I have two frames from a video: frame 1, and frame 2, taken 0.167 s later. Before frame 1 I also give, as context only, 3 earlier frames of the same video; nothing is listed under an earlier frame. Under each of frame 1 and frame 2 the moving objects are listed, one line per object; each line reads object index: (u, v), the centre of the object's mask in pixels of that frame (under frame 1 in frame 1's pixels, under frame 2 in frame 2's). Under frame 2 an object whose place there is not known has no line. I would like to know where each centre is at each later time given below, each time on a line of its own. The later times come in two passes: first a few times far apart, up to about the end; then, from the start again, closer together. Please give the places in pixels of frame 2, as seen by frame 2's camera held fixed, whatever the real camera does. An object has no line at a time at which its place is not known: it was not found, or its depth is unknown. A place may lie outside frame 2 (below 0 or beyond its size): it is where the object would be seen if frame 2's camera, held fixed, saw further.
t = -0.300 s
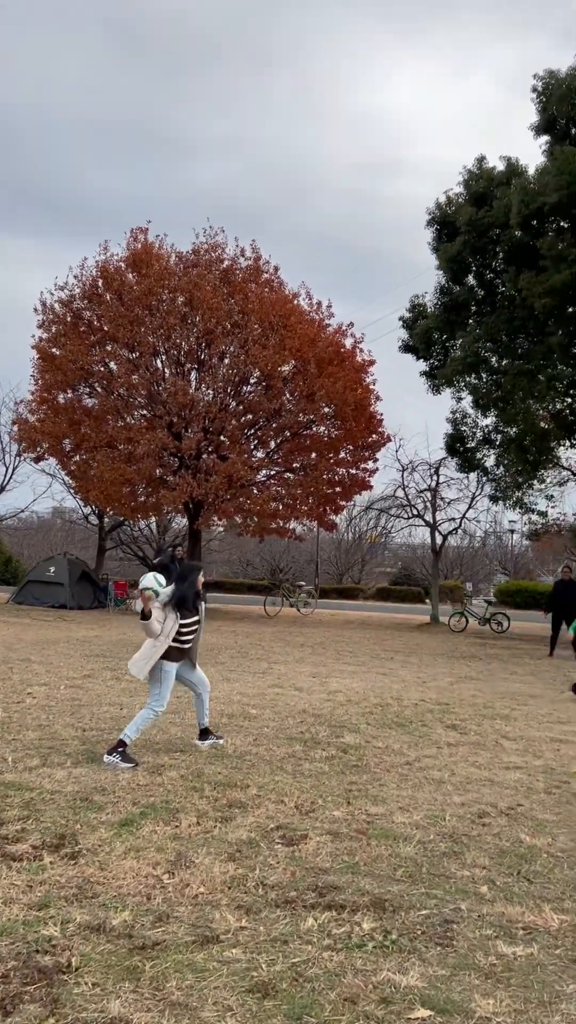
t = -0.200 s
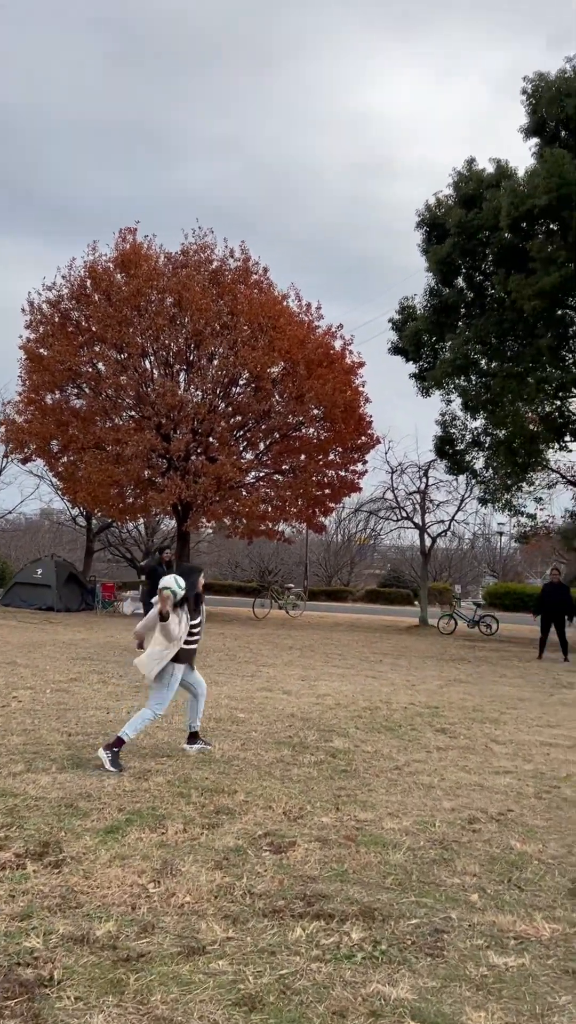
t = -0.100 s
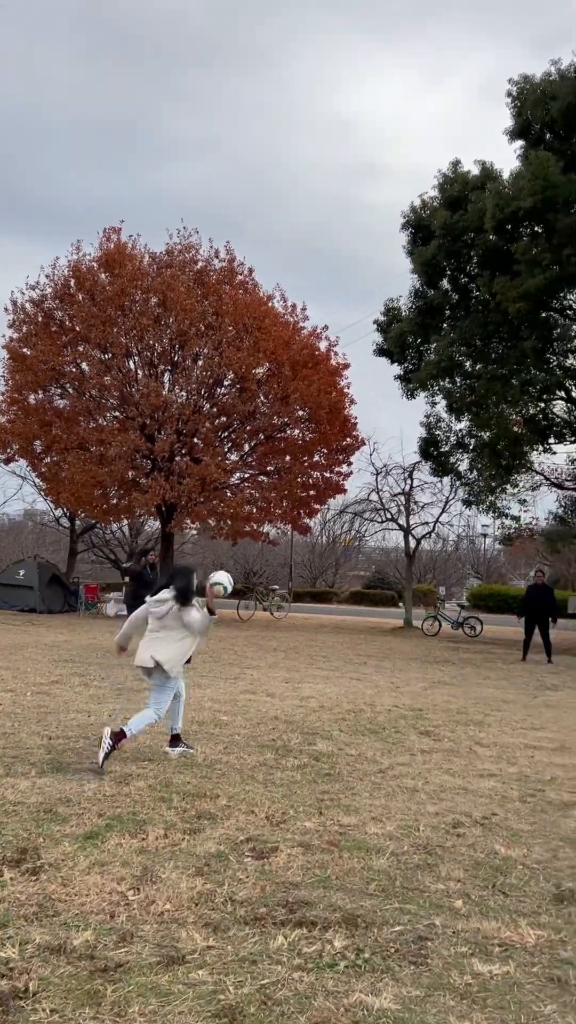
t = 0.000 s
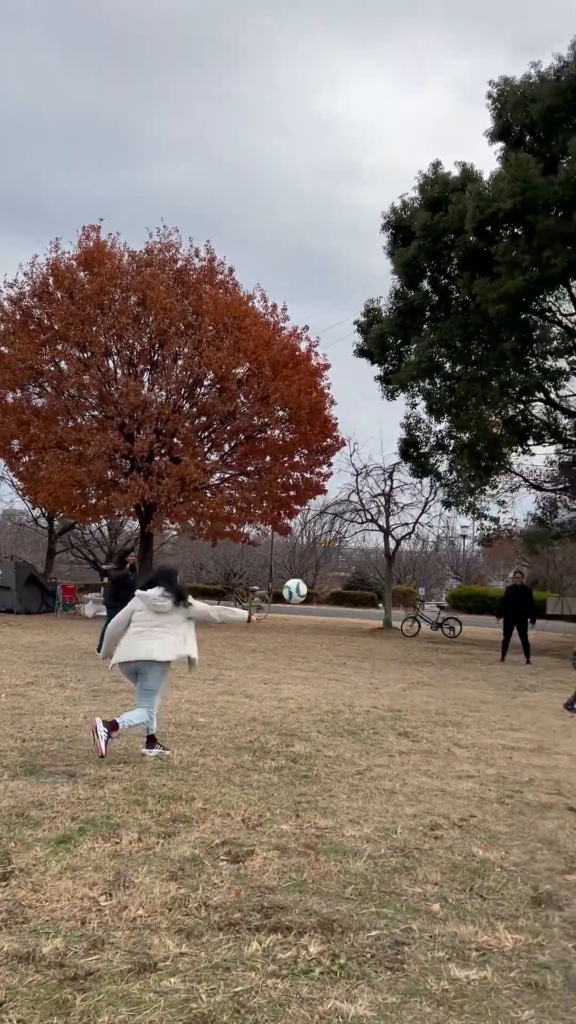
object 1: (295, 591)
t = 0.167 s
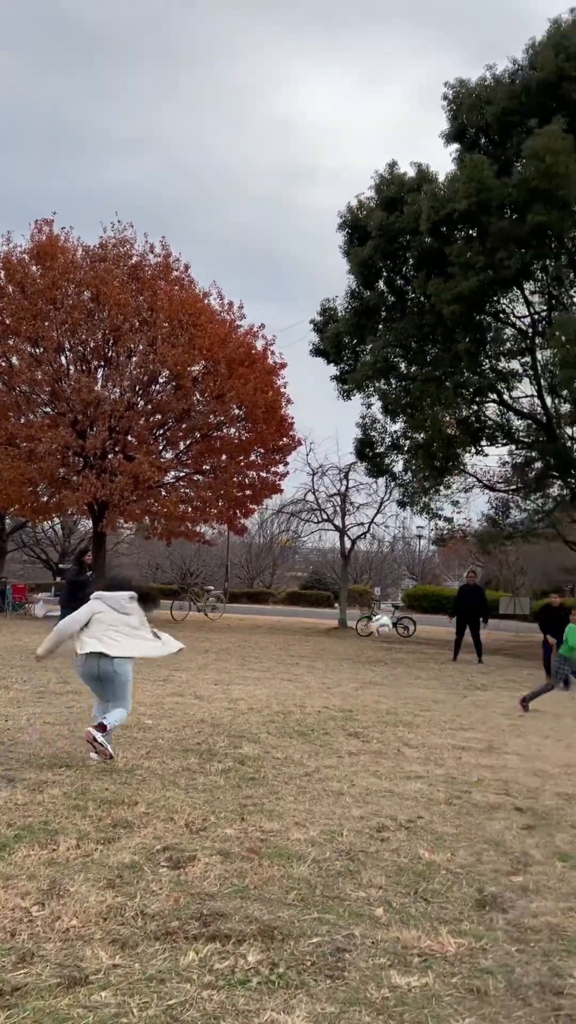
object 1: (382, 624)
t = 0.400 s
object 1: (520, 697)
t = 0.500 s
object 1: (559, 698)
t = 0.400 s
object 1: (520, 697)
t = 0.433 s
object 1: (536, 710)
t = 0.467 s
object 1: (549, 706)
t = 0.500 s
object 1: (559, 698)
